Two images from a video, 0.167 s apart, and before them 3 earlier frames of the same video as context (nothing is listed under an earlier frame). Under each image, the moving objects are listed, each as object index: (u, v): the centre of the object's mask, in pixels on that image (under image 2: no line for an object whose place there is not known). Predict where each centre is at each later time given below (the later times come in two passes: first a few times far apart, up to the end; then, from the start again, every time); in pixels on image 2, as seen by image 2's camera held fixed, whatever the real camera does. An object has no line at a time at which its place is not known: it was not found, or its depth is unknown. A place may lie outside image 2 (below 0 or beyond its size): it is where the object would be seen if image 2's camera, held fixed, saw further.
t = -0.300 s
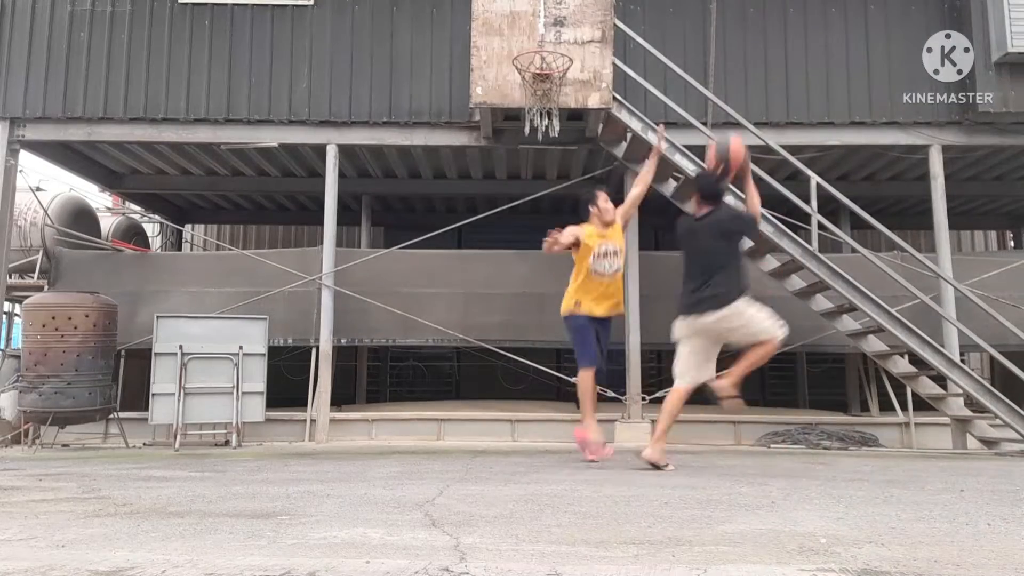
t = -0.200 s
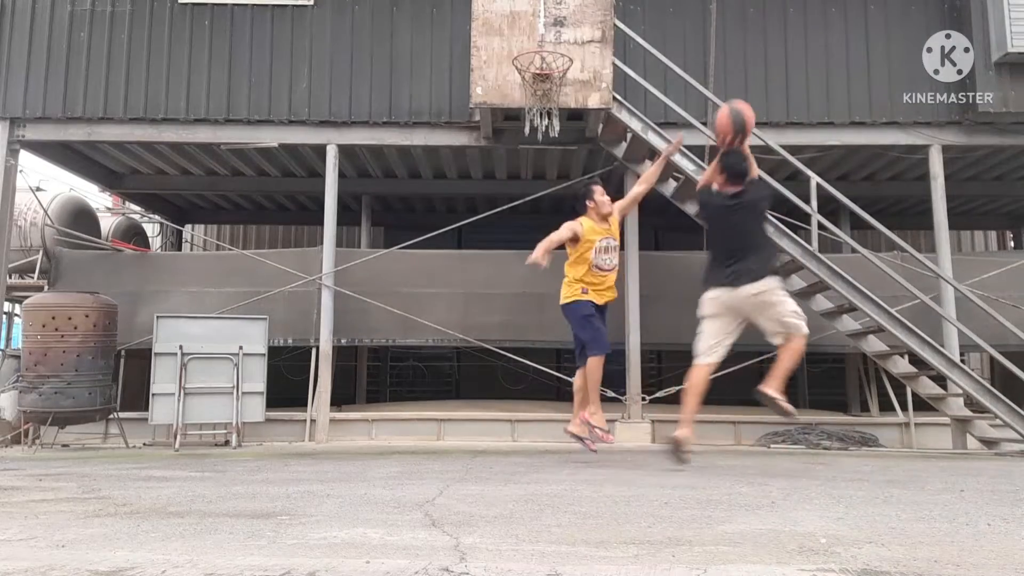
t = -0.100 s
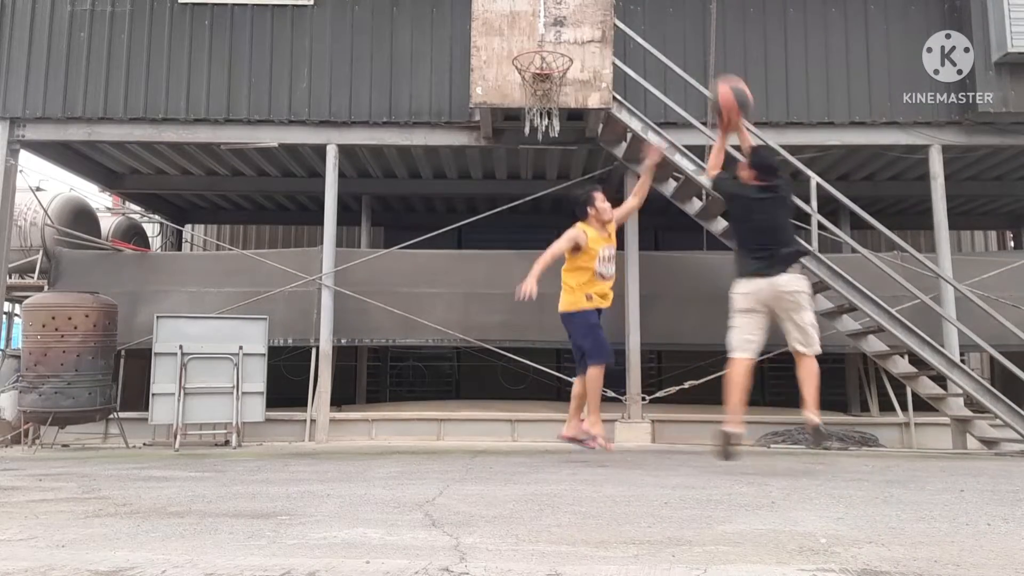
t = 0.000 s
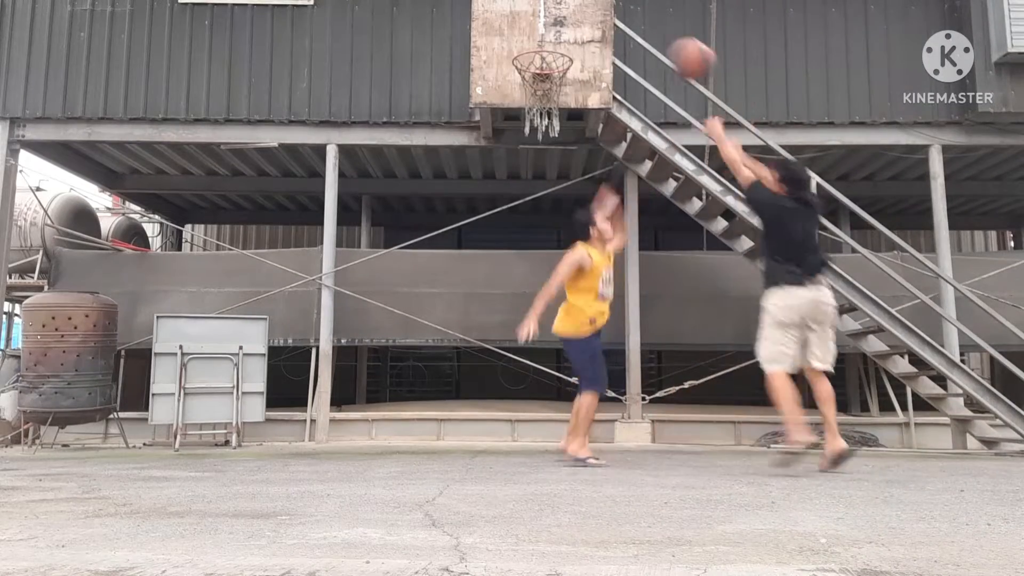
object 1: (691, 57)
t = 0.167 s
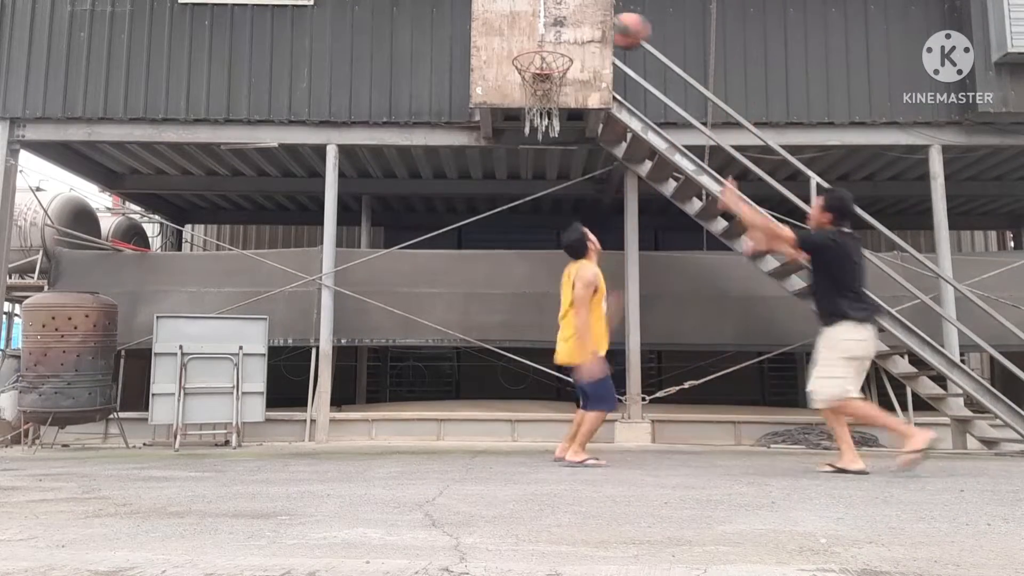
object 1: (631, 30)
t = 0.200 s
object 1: (620, 30)
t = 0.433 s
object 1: (550, 64)
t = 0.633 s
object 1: (516, 130)
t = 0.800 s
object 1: (490, 216)
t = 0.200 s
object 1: (620, 30)
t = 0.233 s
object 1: (609, 31)
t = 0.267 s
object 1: (599, 33)
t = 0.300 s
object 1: (588, 36)
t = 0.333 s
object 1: (577, 42)
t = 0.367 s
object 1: (569, 47)
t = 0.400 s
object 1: (559, 55)
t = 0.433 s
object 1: (550, 64)
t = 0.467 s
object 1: (543, 73)
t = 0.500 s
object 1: (539, 82)
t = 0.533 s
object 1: (534, 93)
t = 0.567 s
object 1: (526, 107)
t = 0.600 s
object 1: (521, 119)
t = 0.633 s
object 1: (516, 130)
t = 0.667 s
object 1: (510, 145)
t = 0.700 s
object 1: (505, 161)
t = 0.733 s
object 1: (500, 178)
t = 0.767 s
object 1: (495, 195)
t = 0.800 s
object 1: (490, 216)
